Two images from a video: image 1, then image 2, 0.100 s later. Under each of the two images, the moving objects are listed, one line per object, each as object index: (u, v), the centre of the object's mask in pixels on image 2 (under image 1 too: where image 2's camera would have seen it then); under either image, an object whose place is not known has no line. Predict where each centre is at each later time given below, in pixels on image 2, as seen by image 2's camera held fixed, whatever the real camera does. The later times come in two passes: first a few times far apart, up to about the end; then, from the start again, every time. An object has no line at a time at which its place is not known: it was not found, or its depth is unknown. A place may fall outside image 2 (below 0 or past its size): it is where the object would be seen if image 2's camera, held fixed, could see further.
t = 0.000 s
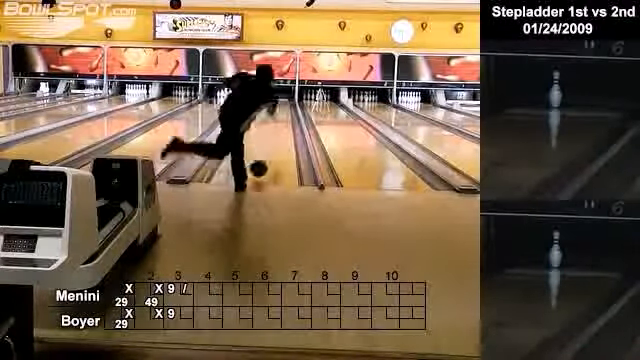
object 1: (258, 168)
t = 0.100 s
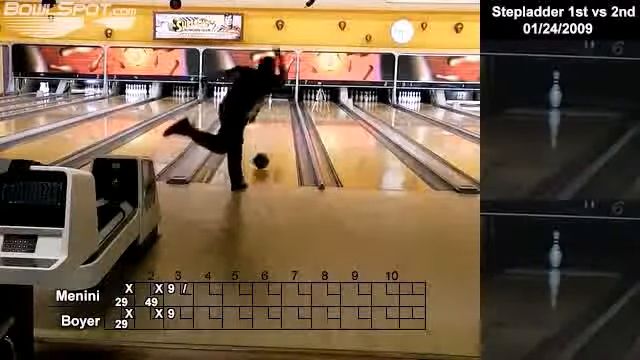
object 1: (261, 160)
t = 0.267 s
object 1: (263, 147)
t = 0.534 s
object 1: (266, 132)
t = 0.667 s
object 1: (267, 127)
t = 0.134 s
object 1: (261, 157)
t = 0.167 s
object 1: (262, 155)
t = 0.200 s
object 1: (263, 152)
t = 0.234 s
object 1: (263, 149)
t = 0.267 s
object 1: (263, 147)
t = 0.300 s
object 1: (264, 145)
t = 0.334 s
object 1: (264, 143)
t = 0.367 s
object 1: (265, 141)
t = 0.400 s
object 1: (265, 138)
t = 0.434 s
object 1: (265, 136)
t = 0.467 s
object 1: (265, 135)
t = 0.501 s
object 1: (265, 134)
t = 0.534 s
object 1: (266, 132)
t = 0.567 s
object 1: (266, 132)
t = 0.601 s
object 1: (266, 130)
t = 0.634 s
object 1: (266, 130)
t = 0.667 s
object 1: (267, 127)
